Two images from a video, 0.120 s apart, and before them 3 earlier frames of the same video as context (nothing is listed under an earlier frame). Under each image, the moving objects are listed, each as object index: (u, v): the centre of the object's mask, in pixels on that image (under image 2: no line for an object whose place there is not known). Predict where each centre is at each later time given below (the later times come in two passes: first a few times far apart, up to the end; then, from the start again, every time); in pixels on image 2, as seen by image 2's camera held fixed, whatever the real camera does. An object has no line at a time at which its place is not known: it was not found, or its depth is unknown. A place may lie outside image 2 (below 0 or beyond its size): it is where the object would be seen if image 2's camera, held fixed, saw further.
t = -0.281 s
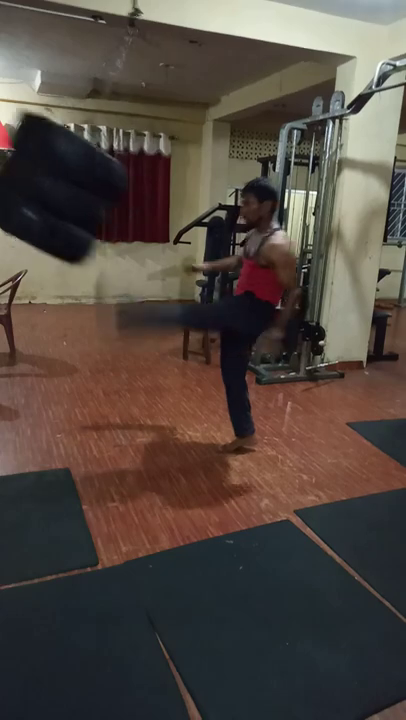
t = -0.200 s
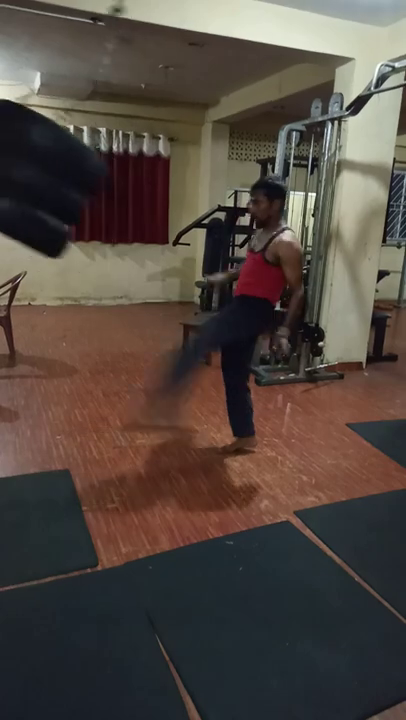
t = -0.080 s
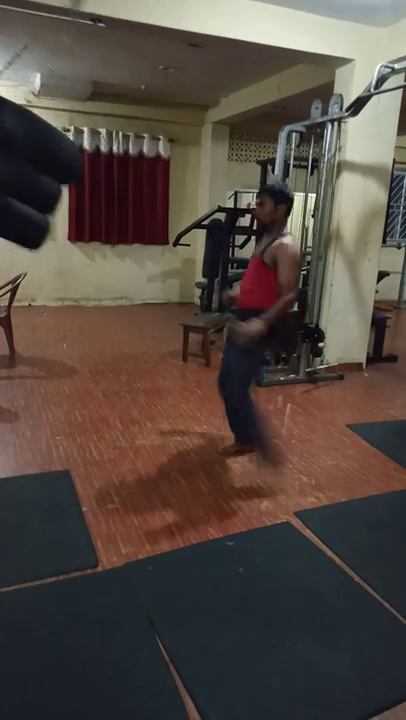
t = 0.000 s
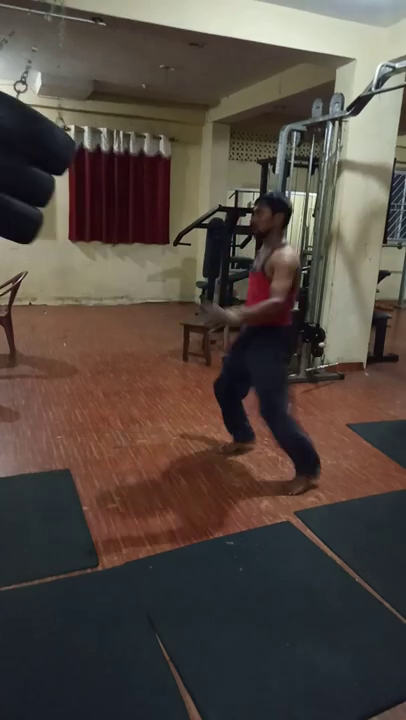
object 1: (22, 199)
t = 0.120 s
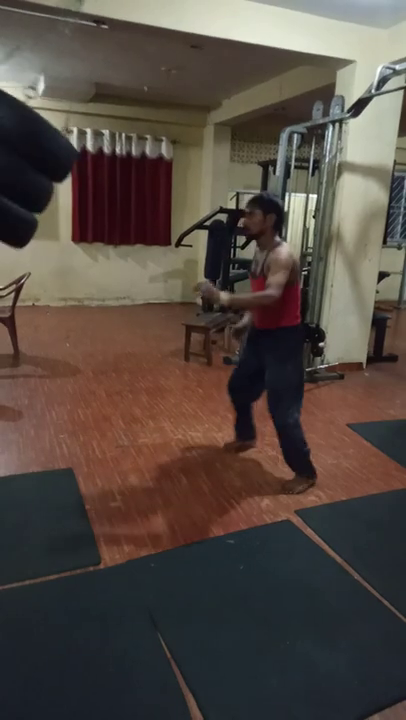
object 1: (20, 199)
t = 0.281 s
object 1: (30, 206)
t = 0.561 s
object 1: (91, 227)
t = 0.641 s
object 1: (119, 234)
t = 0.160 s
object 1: (20, 200)
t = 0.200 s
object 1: (22, 202)
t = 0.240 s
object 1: (25, 205)
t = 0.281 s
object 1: (30, 206)
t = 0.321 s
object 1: (34, 206)
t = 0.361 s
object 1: (39, 208)
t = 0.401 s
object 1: (44, 209)
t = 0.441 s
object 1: (51, 213)
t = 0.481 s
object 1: (63, 218)
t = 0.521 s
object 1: (77, 222)
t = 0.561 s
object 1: (91, 227)
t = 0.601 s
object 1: (105, 231)
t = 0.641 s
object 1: (119, 234)
